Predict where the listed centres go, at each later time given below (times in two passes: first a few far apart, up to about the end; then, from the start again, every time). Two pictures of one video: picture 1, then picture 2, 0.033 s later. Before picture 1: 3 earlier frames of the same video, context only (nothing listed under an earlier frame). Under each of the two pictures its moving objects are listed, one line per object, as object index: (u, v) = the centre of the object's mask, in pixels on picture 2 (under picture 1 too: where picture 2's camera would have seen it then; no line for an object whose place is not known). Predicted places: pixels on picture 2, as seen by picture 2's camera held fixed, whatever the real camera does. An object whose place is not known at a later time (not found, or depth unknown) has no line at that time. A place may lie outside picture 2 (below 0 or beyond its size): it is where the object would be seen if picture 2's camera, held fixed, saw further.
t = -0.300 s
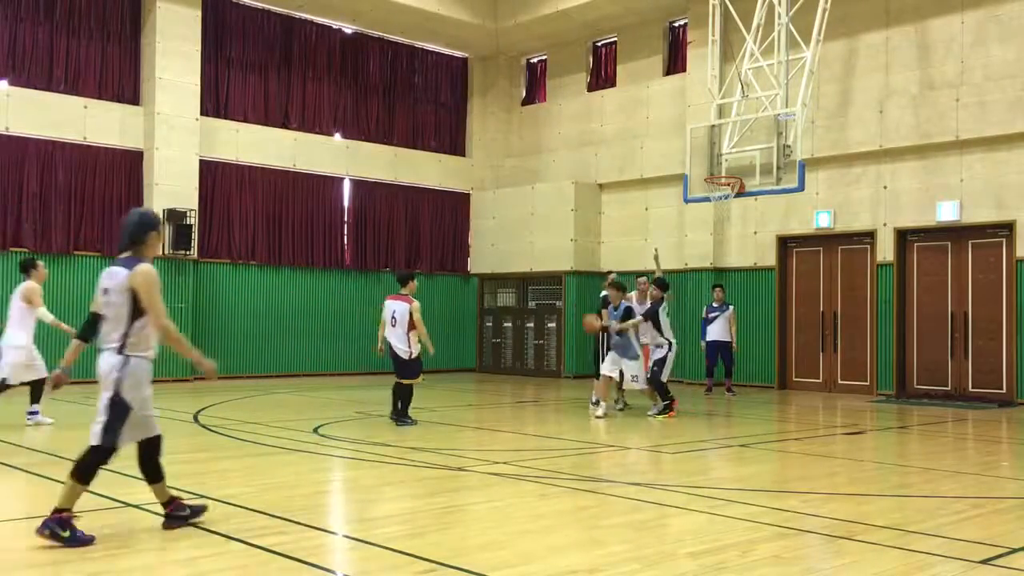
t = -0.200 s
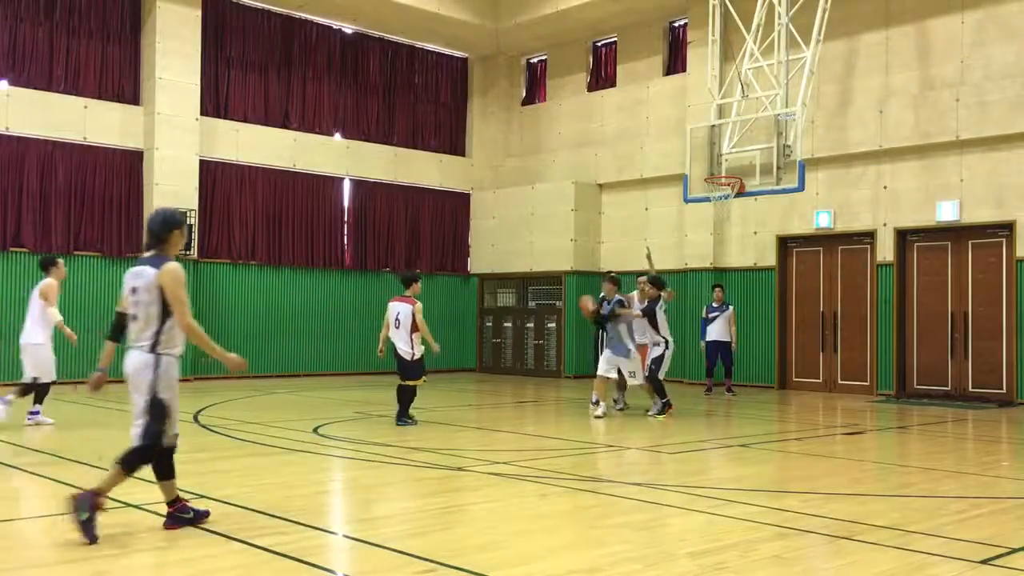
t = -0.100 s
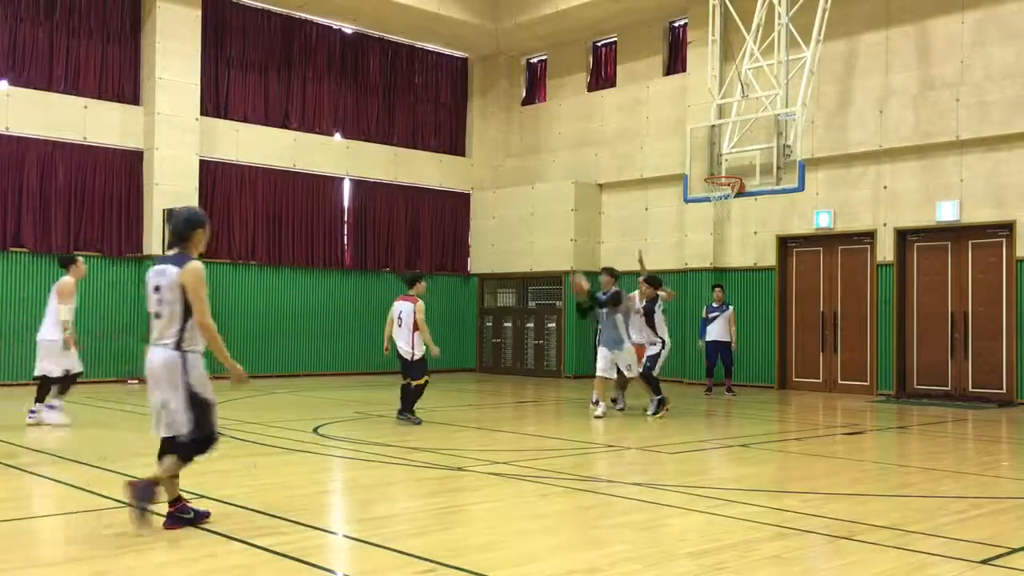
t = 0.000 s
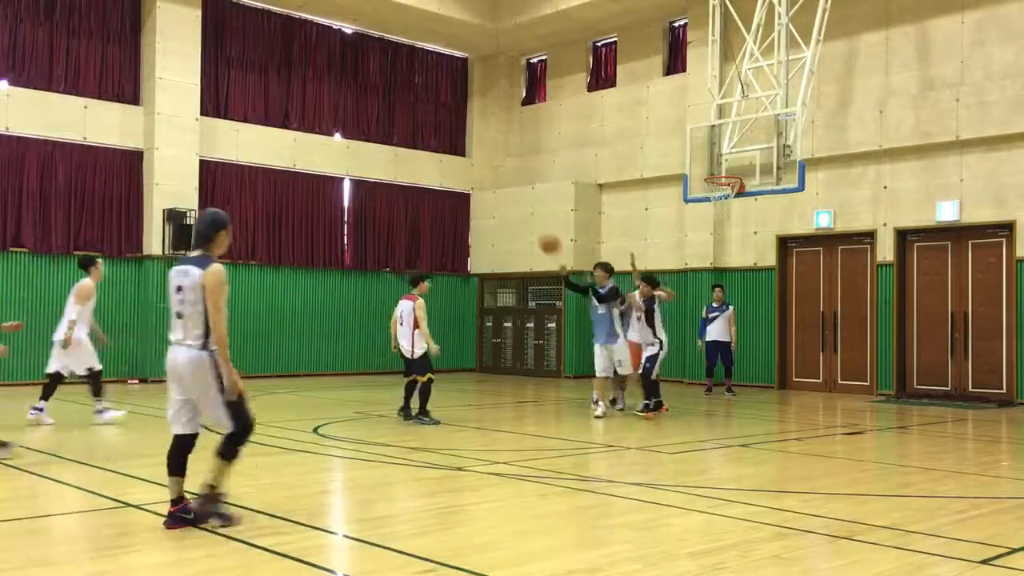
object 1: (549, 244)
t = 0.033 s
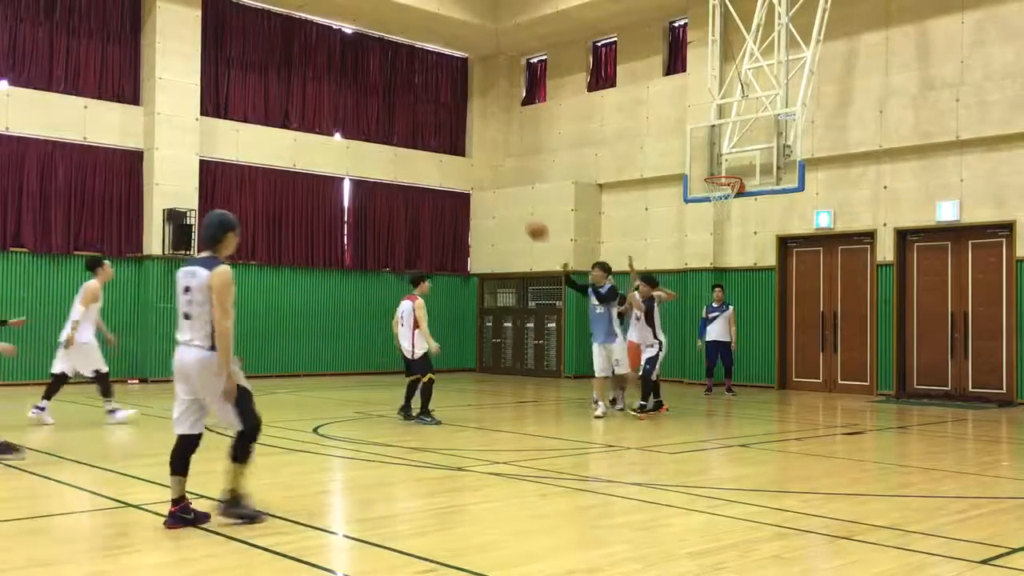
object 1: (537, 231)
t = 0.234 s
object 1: (459, 164)
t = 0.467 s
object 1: (345, 120)
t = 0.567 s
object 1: (286, 115)
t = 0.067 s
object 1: (525, 218)
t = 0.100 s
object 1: (512, 206)
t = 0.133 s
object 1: (499, 195)
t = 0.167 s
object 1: (486, 185)
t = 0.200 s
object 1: (473, 176)
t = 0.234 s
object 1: (459, 164)
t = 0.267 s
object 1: (443, 154)
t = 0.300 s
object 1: (428, 146)
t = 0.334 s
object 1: (411, 139)
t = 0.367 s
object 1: (396, 133)
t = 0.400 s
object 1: (379, 128)
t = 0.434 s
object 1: (363, 124)
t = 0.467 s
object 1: (345, 120)
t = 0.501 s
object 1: (326, 117)
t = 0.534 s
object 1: (306, 115)
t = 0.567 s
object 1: (286, 115)
